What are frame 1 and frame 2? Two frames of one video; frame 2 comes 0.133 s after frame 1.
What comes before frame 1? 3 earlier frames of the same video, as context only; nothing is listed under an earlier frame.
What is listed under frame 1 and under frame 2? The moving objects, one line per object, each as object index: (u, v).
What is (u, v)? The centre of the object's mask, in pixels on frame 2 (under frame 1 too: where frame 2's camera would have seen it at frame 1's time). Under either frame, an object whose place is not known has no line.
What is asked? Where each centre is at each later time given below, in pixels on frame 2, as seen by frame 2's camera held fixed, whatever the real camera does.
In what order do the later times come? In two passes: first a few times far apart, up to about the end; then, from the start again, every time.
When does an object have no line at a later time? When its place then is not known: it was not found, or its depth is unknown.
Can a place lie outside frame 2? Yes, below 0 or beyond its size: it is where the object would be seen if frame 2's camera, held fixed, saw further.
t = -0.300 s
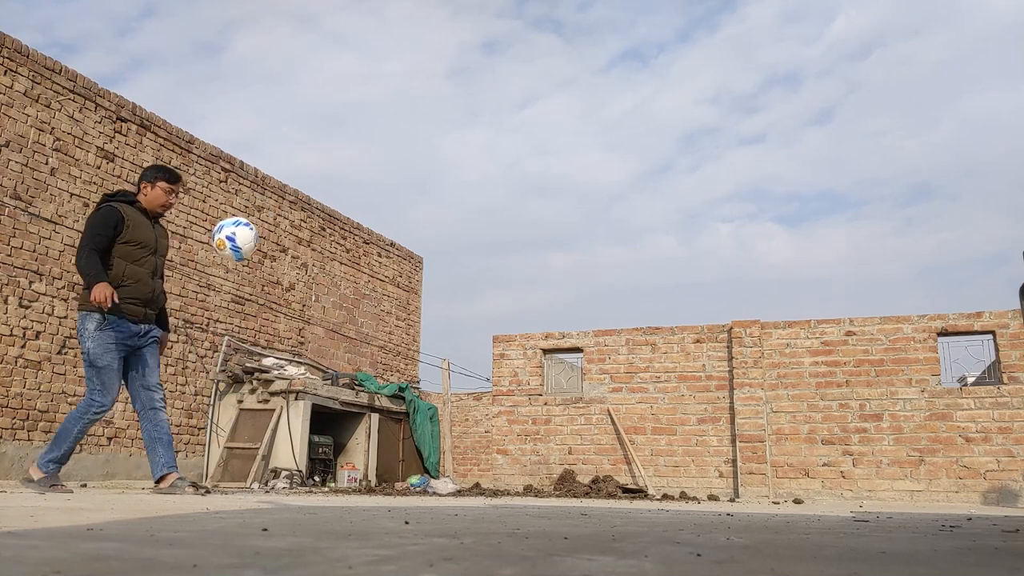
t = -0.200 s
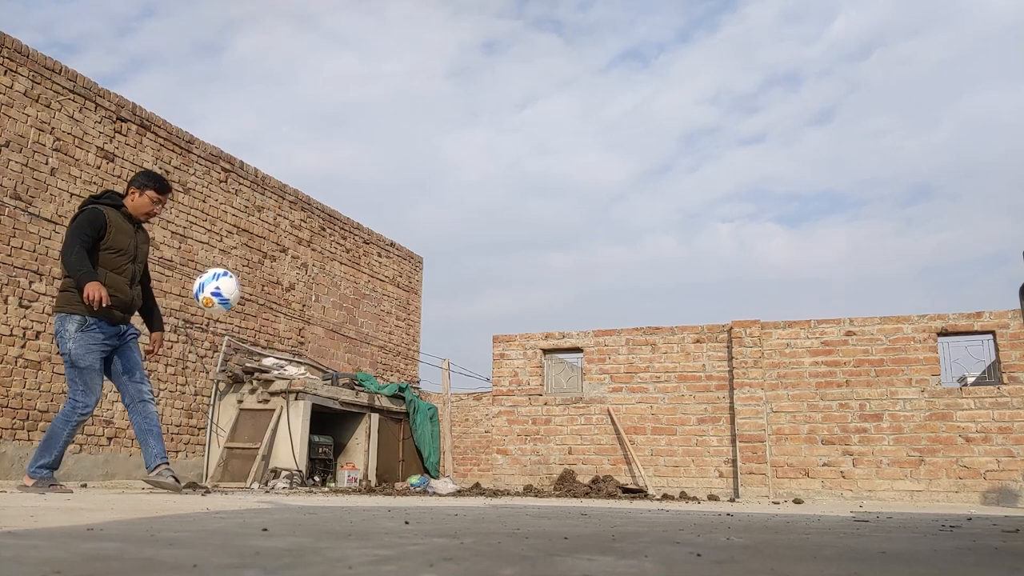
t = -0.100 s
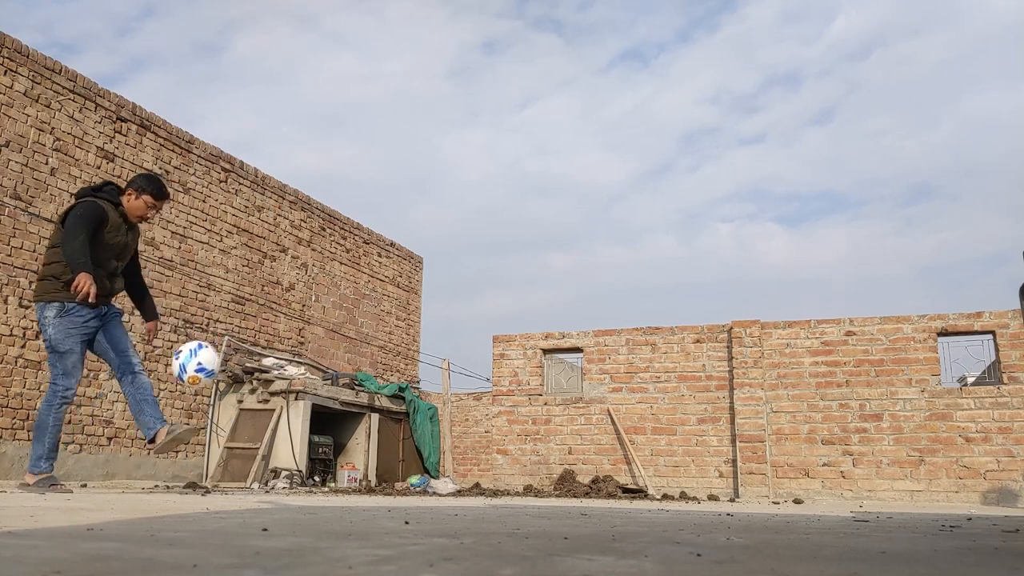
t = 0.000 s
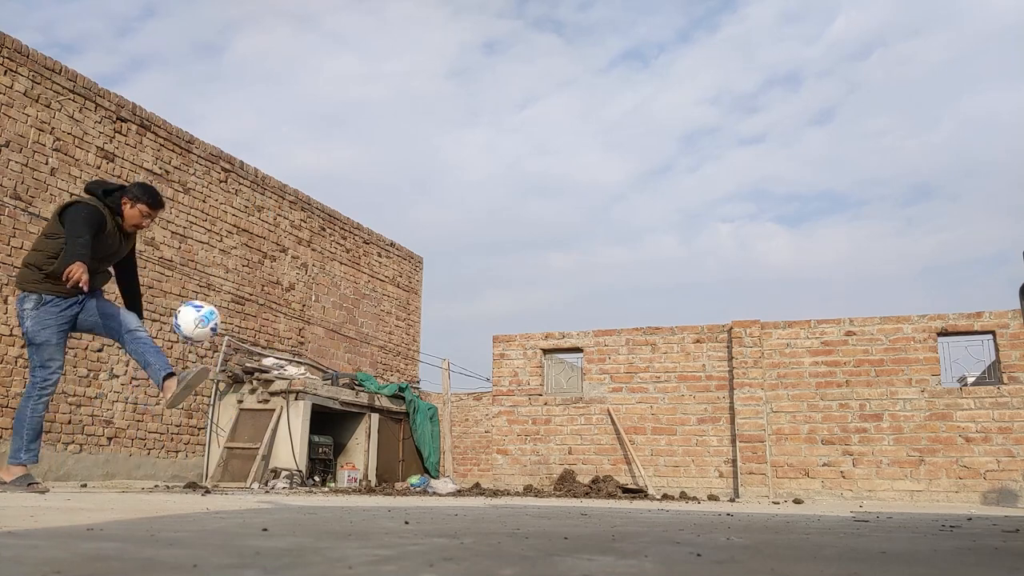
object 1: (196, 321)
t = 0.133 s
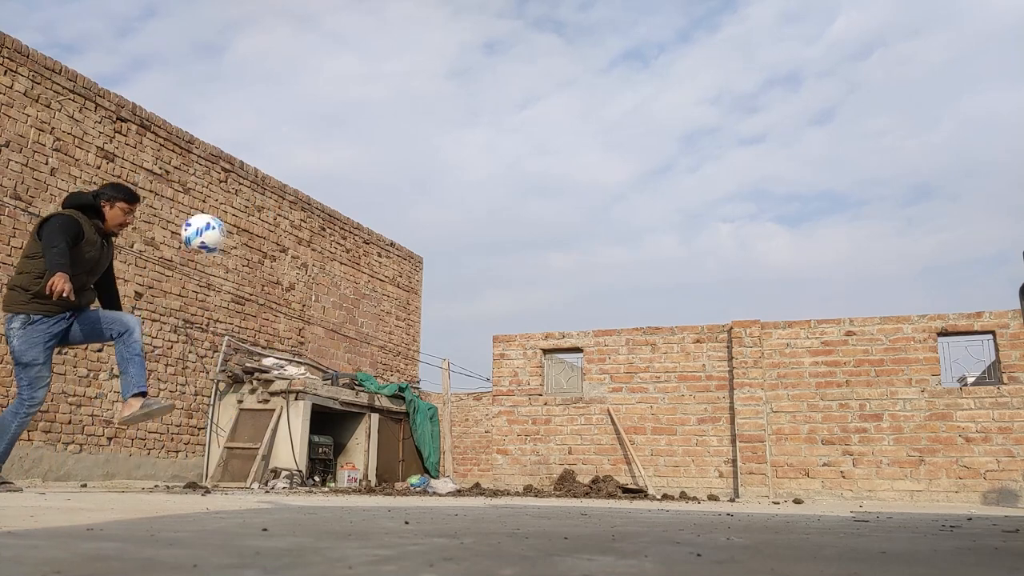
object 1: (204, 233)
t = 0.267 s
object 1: (208, 180)
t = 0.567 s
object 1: (204, 172)
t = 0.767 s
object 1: (193, 246)
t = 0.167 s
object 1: (205, 217)
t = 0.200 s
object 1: (207, 203)
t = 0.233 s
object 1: (207, 190)
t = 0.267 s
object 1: (208, 180)
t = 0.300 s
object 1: (208, 172)
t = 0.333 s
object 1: (208, 165)
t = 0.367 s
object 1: (208, 162)
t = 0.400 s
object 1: (208, 159)
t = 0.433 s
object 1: (208, 158)
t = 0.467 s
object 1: (207, 158)
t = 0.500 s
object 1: (206, 160)
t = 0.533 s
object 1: (205, 165)
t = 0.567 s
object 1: (204, 172)
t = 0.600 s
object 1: (203, 180)
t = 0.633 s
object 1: (201, 189)
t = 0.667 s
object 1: (200, 201)
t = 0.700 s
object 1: (198, 213)
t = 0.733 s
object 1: (196, 229)
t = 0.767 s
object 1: (193, 246)
